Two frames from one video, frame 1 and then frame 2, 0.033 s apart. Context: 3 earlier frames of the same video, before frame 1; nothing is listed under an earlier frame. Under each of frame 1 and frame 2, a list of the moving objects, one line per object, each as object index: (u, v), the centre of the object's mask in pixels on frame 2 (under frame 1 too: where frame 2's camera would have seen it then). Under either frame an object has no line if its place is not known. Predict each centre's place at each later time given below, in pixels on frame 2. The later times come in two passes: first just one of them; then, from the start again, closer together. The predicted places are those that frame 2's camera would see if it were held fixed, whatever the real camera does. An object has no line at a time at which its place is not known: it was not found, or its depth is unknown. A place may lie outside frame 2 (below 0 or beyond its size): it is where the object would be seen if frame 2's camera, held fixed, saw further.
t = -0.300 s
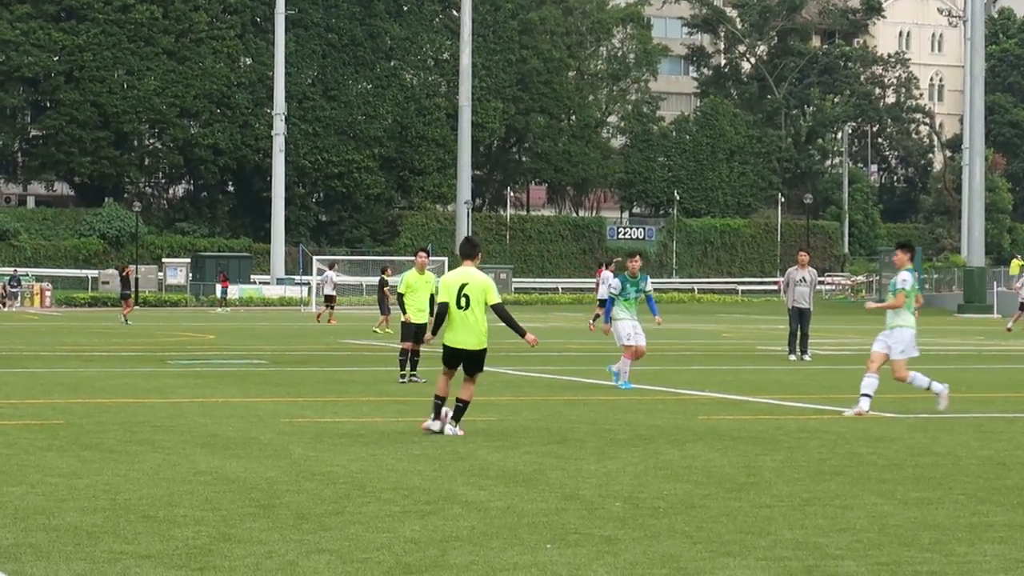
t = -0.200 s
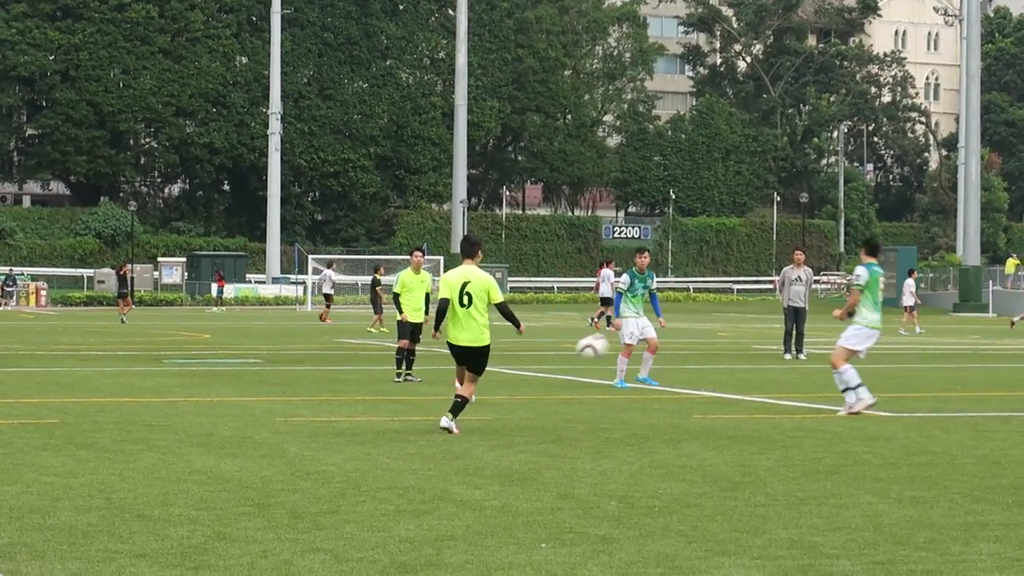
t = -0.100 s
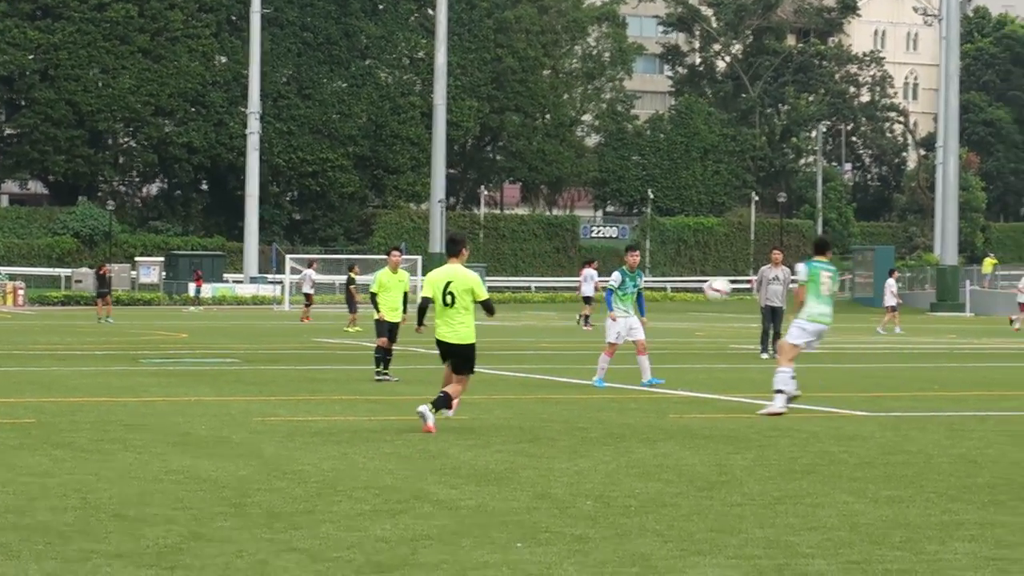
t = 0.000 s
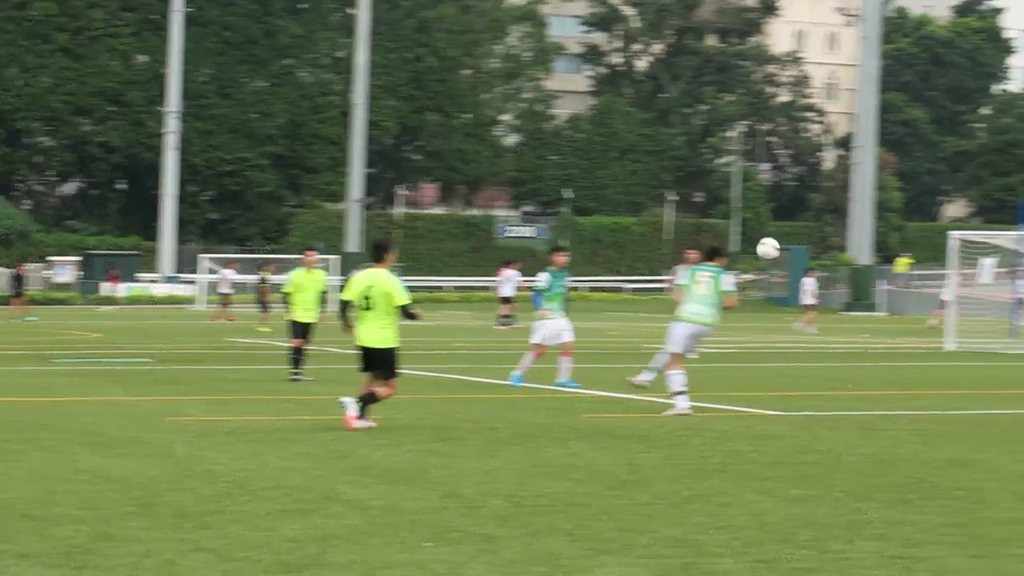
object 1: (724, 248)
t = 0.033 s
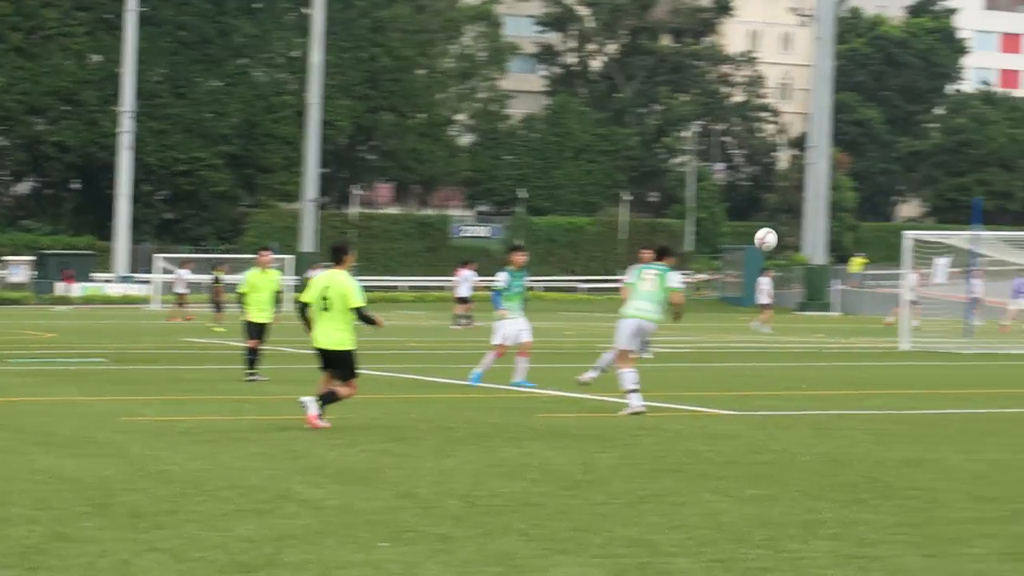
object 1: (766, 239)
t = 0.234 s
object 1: (1010, 208)
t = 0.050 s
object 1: (786, 235)
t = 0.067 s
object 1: (807, 231)
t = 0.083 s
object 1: (828, 228)
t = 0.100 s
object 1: (848, 224)
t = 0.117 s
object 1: (868, 221)
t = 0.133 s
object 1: (888, 219)
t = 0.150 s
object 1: (908, 215)
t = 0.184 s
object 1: (950, 212)
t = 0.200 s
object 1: (970, 210)
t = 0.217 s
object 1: (990, 209)
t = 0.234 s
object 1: (1010, 208)
